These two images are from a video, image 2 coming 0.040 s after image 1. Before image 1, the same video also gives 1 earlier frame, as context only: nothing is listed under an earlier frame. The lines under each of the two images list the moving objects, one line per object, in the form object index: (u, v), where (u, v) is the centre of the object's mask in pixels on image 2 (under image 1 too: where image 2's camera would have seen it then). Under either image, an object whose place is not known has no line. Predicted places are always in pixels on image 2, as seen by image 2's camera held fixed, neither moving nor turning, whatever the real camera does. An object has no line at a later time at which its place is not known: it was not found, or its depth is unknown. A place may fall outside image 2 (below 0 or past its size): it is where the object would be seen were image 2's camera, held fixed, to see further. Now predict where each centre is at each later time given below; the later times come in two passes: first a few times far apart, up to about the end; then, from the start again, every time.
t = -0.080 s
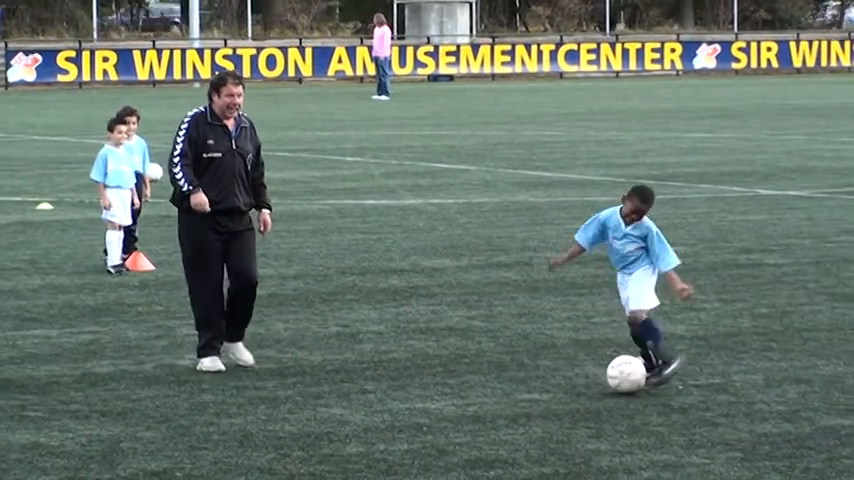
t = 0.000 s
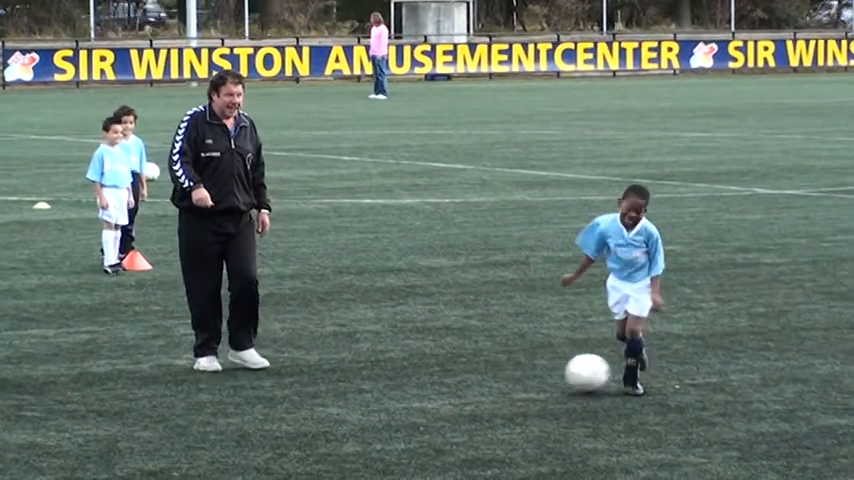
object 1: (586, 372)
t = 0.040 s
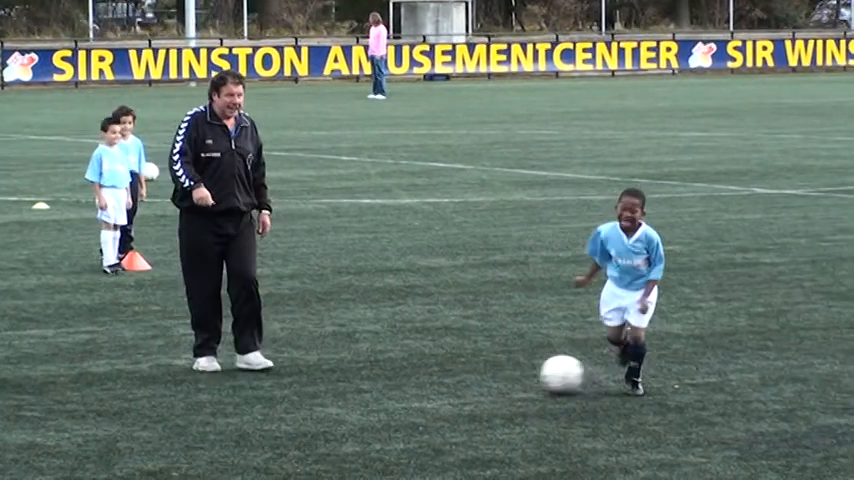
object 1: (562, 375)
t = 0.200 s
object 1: (481, 375)
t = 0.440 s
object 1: (403, 378)
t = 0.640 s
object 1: (351, 383)
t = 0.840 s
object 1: (301, 385)
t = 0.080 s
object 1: (539, 374)
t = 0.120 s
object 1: (518, 375)
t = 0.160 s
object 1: (499, 374)
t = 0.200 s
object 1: (481, 375)
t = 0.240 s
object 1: (465, 375)
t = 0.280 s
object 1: (450, 376)
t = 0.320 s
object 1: (437, 376)
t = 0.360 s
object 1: (425, 378)
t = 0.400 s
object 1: (414, 378)
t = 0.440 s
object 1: (403, 378)
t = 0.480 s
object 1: (393, 379)
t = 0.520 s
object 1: (382, 380)
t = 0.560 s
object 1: (372, 380)
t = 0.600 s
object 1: (362, 381)
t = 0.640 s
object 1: (351, 383)
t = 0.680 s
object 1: (341, 383)
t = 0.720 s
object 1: (331, 384)
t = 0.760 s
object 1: (321, 384)
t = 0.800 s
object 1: (311, 384)
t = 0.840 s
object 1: (301, 385)
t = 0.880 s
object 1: (291, 386)
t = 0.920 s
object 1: (281, 386)
